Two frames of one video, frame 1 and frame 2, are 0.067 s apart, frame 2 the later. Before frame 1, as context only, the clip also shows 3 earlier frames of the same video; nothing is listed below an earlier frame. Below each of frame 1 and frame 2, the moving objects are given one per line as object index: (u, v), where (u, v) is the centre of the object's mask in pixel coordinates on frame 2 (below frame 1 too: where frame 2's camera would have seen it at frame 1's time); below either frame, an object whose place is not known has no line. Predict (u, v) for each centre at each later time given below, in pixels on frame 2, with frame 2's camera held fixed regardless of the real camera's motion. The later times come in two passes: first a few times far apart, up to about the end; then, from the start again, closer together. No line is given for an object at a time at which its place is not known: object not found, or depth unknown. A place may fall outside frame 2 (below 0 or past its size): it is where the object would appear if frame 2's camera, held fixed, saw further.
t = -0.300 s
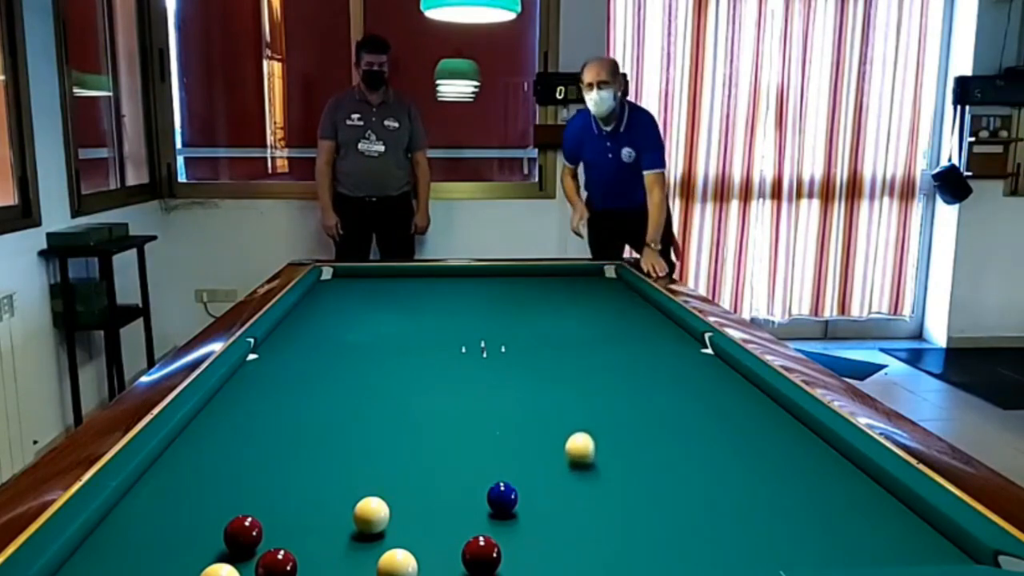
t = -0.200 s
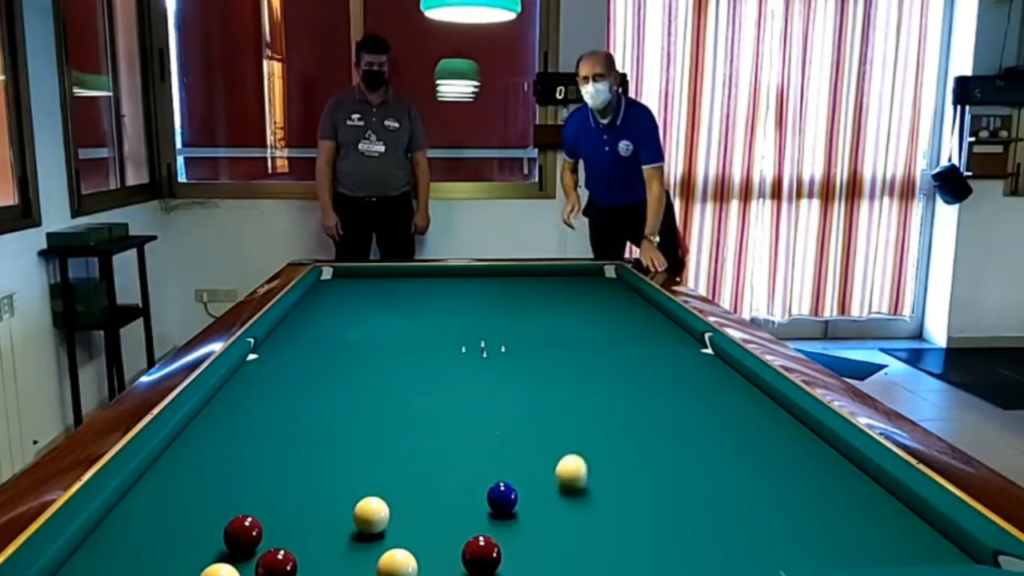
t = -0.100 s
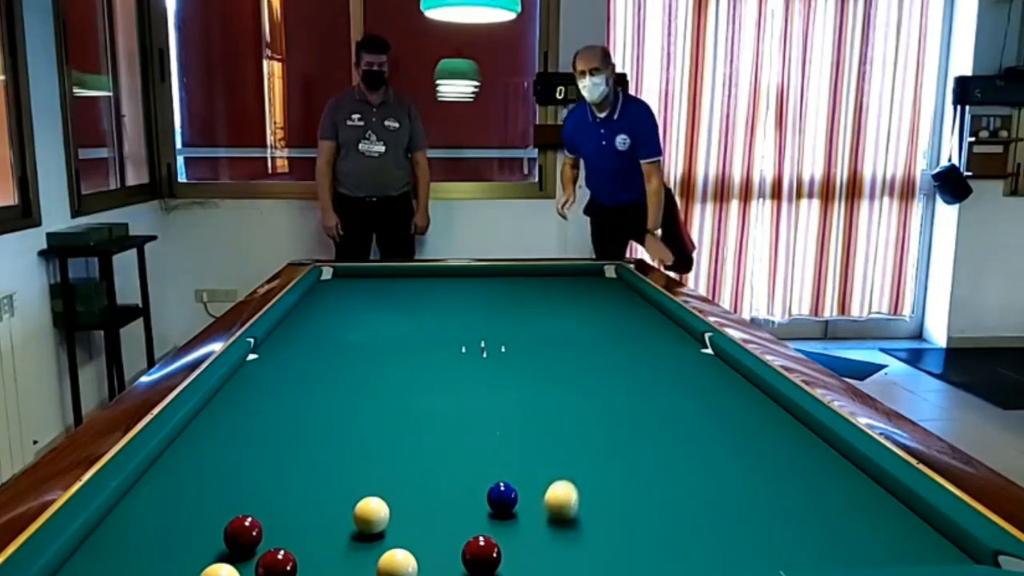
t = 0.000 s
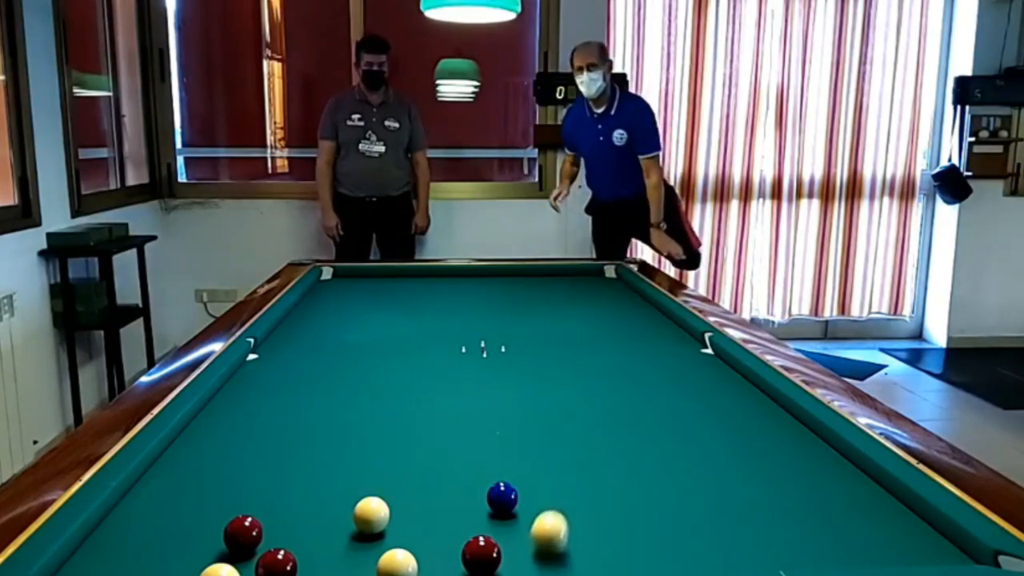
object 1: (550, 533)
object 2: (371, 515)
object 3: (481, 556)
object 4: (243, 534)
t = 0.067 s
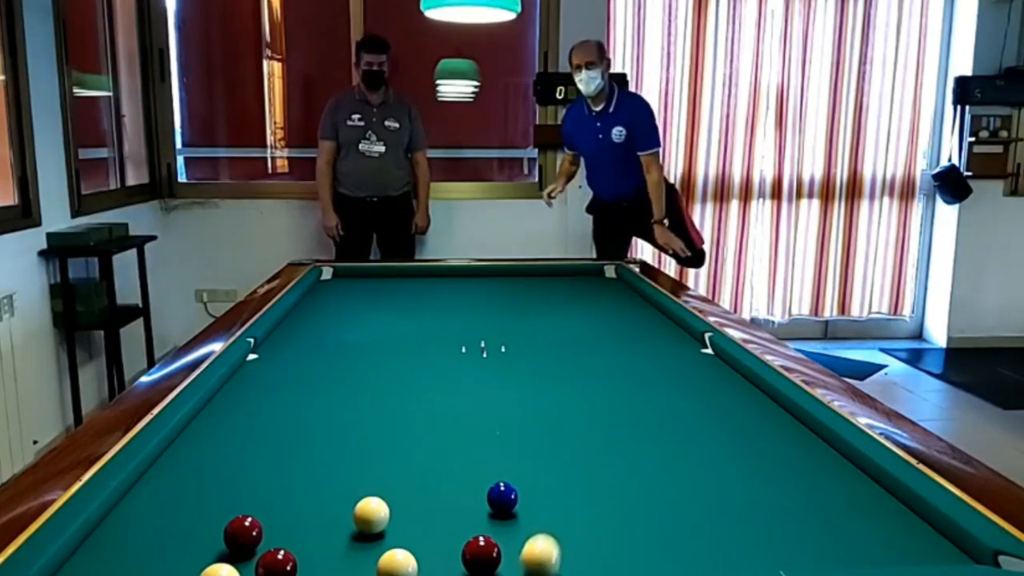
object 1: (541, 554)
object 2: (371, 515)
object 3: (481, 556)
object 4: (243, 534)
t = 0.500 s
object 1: (546, 511)
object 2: (371, 515)
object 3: (402, 533)
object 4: (243, 534)
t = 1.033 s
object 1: (571, 451)
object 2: (348, 491)
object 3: (319, 537)
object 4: (243, 533)
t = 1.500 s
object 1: (587, 414)
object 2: (330, 474)
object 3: (269, 538)
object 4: (231, 532)
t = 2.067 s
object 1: (601, 381)
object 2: (311, 456)
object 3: (245, 550)
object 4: (196, 528)
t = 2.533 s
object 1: (610, 360)
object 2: (299, 445)
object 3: (232, 551)
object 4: (173, 525)
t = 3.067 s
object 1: (618, 342)
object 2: (287, 434)
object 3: (222, 552)
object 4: (152, 523)
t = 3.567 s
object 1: (625, 328)
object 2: (279, 426)
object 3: (218, 553)
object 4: (139, 521)
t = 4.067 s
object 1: (629, 316)
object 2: (273, 420)
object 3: (218, 553)
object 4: (130, 521)
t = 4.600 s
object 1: (633, 306)
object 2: (267, 415)
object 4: (125, 522)
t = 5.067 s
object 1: (636, 298)
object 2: (264, 412)
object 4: (124, 521)
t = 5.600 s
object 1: (631, 292)
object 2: (262, 410)
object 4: (124, 522)
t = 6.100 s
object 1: (620, 287)
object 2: (259, 409)
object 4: (124, 521)
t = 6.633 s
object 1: (611, 282)
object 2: (258, 409)
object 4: (124, 521)
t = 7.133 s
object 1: (604, 279)
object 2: (258, 409)
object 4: (124, 521)
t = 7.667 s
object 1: (598, 276)
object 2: (258, 409)
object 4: (124, 521)
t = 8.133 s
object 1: (594, 274)
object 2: (258, 409)
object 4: (124, 521)
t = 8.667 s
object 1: (590, 272)
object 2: (258, 409)
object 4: (124, 521)
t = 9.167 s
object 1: (588, 270)
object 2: (258, 409)
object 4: (124, 521)
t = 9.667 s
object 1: (588, 271)
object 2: (258, 409)
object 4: (124, 521)
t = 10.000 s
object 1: (588, 271)
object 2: (258, 409)
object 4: (124, 521)
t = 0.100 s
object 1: (536, 562)
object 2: (371, 515)
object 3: (481, 556)
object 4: (243, 534)
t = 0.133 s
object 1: (528, 567)
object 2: (371, 515)
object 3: (481, 556)
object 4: (243, 534)
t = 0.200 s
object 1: (522, 557)
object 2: (371, 515)
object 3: (475, 555)
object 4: (243, 534)
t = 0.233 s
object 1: (526, 552)
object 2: (371, 515)
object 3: (464, 552)
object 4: (243, 534)
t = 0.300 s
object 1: (533, 541)
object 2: (371, 515)
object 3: (446, 547)
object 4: (243, 534)
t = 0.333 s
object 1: (536, 535)
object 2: (371, 515)
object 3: (438, 545)
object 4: (243, 534)
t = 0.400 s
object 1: (540, 525)
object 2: (371, 515)
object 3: (423, 540)
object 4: (243, 534)
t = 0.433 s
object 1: (542, 520)
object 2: (371, 515)
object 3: (416, 538)
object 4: (243, 534)
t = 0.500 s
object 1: (546, 511)
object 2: (371, 515)
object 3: (402, 533)
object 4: (243, 534)
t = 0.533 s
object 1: (548, 506)
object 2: (370, 514)
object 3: (394, 532)
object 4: (243, 534)
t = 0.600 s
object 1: (552, 498)
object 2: (367, 509)
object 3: (382, 530)
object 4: (243, 534)
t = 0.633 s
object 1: (553, 493)
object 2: (366, 507)
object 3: (377, 532)
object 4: (243, 534)
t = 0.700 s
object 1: (557, 486)
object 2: (364, 503)
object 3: (367, 533)
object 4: (243, 534)
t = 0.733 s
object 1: (558, 481)
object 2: (362, 502)
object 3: (362, 533)
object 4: (243, 534)
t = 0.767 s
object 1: (560, 478)
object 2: (361, 501)
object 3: (357, 534)
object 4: (243, 534)
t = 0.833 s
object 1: (563, 470)
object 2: (358, 500)
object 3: (348, 535)
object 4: (243, 533)
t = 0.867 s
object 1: (564, 467)
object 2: (356, 499)
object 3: (343, 535)
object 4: (243, 534)
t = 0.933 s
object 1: (567, 460)
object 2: (353, 496)
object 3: (333, 536)
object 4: (243, 533)
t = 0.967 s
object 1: (569, 457)
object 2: (351, 495)
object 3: (329, 536)
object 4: (243, 533)
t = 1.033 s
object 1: (571, 451)
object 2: (348, 491)
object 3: (319, 537)
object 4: (243, 533)
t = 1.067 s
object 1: (573, 448)
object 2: (347, 490)
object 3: (315, 537)
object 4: (243, 533)
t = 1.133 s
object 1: (575, 442)
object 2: (344, 488)
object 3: (305, 538)
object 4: (243, 533)
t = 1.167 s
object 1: (576, 439)
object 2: (342, 486)
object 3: (301, 537)
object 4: (243, 533)
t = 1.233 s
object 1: (578, 434)
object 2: (340, 484)
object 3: (293, 537)
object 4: (243, 534)
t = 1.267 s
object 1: (579, 431)
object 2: (338, 483)
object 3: (288, 535)
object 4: (243, 534)
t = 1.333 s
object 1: (582, 426)
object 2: (336, 480)
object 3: (279, 535)
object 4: (243, 534)
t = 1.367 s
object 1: (583, 424)
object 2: (335, 478)
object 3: (277, 536)
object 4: (240, 534)
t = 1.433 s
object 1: (585, 419)
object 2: (332, 476)
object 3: (273, 537)
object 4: (235, 533)
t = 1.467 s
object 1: (586, 417)
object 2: (331, 475)
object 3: (271, 537)
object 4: (233, 533)
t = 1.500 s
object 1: (587, 414)
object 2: (330, 474)
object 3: (269, 538)
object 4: (231, 532)
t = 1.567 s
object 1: (589, 410)
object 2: (327, 472)
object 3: (265, 540)
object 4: (226, 532)
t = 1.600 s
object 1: (590, 408)
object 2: (326, 470)
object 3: (263, 540)
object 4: (224, 531)
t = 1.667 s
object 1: (591, 403)
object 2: (324, 468)
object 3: (260, 542)
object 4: (220, 531)
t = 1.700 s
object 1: (592, 401)
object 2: (323, 467)
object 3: (258, 543)
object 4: (218, 531)
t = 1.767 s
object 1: (594, 397)
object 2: (320, 465)
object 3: (255, 544)
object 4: (213, 530)
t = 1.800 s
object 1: (595, 395)
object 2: (319, 464)
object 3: (254, 545)
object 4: (211, 530)
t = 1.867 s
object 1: (596, 392)
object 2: (317, 462)
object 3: (251, 546)
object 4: (208, 529)
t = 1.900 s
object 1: (597, 390)
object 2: (316, 461)
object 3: (250, 549)
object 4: (206, 529)
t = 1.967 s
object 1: (599, 386)
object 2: (314, 459)
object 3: (248, 549)
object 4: (202, 529)
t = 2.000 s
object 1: (600, 384)
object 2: (313, 458)
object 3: (246, 549)
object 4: (200, 529)
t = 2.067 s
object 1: (601, 381)
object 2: (311, 456)
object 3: (245, 550)
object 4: (196, 528)
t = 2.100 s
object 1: (602, 379)
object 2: (310, 455)
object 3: (244, 550)
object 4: (195, 528)
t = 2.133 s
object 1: (602, 378)
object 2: (309, 455)
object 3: (243, 551)
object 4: (193, 528)
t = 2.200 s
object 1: (604, 375)
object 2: (308, 453)
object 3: (241, 551)
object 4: (190, 527)
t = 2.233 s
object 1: (604, 373)
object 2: (307, 452)
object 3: (240, 551)
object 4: (187, 527)
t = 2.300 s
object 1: (606, 370)
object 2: (305, 450)
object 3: (238, 551)
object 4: (184, 527)
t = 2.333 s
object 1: (606, 369)
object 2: (304, 449)
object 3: (237, 551)
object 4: (183, 527)
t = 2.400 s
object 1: (608, 366)
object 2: (303, 448)
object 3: (236, 551)
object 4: (179, 526)
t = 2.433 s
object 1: (608, 365)
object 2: (302, 447)
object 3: (234, 551)
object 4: (178, 526)
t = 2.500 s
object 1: (610, 362)
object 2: (300, 445)
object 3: (233, 551)
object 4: (175, 526)
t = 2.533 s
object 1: (610, 360)
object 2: (299, 445)
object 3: (232, 551)
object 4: (173, 525)
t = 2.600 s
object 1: (611, 358)
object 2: (298, 443)
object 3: (230, 552)
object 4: (170, 525)
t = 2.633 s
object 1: (612, 357)
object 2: (297, 443)
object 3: (229, 551)
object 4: (169, 525)
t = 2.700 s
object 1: (613, 354)
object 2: (295, 441)
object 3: (228, 551)
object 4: (166, 525)
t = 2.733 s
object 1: (613, 353)
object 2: (294, 441)
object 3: (227, 552)
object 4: (165, 525)
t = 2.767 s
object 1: (614, 352)
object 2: (293, 440)
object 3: (227, 552)
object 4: (163, 525)
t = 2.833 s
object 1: (615, 350)
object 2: (292, 439)
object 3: (226, 552)
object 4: (161, 524)
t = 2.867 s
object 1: (615, 348)
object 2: (291, 438)
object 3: (225, 552)
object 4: (159, 524)
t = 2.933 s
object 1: (617, 346)
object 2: (290, 437)
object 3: (224, 552)
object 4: (157, 524)
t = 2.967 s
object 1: (617, 345)
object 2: (289, 436)
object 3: (224, 552)
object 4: (156, 524)
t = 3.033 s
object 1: (618, 343)
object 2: (288, 435)
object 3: (222, 552)
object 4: (154, 523)
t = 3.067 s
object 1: (618, 342)
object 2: (287, 434)
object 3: (222, 552)
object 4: (152, 523)
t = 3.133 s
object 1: (619, 340)
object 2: (286, 433)
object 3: (221, 552)
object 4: (150, 523)
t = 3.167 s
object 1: (620, 339)
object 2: (285, 432)
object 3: (221, 552)
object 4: (149, 523)
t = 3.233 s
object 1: (621, 337)
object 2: (284, 431)
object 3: (220, 553)
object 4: (147, 523)
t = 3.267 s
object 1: (621, 336)
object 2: (284, 431)
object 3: (219, 553)
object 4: (146, 522)
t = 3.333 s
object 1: (622, 334)
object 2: (282, 430)
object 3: (219, 553)
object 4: (145, 522)
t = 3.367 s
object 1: (622, 333)
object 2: (282, 429)
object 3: (219, 553)
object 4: (143, 523)
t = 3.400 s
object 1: (623, 332)
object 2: (282, 429)
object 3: (219, 553)
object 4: (143, 522)
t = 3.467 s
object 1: (623, 331)
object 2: (281, 428)
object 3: (219, 553)
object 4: (141, 523)
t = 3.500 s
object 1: (624, 330)
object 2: (280, 427)
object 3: (218, 553)
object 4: (140, 522)
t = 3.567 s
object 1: (625, 328)
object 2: (279, 426)
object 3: (218, 553)
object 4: (139, 521)
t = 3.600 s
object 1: (625, 327)
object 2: (278, 426)
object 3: (218, 553)
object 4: (138, 521)
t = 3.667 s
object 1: (626, 325)
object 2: (277, 425)
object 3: (218, 553)
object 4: (137, 521)
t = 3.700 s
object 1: (626, 325)
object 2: (277, 424)
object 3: (218, 553)
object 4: (136, 522)
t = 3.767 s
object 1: (627, 323)
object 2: (276, 424)
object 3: (218, 553)
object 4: (135, 521)
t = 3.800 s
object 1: (627, 322)
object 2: (276, 423)
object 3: (218, 553)
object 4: (134, 521)
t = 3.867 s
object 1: (627, 321)
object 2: (275, 423)
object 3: (218, 553)
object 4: (133, 521)
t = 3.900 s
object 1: (628, 320)
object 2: (274, 422)
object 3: (218, 553)
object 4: (132, 521)
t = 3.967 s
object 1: (628, 319)
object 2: (274, 421)
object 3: (218, 553)
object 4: (131, 521)
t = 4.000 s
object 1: (628, 318)
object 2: (273, 421)
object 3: (218, 553)
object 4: (131, 521)
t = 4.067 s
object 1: (629, 316)
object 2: (273, 420)
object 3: (218, 553)
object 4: (130, 521)
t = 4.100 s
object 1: (629, 316)
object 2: (272, 419)
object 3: (218, 553)
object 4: (130, 521)
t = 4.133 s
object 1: (630, 315)
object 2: (272, 419)
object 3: (218, 553)
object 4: (129, 521)
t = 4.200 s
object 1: (630, 314)
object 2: (271, 418)
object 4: (129, 521)
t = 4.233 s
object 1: (630, 313)
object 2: (270, 418)
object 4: (128, 522)
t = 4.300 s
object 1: (631, 312)
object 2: (270, 418)
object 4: (127, 522)
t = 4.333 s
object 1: (631, 311)
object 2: (269, 417)
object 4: (127, 522)
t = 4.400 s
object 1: (631, 310)
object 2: (269, 417)
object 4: (126, 522)
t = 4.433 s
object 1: (632, 309)
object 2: (268, 417)
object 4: (126, 522)
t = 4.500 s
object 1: (632, 308)
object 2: (268, 416)
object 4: (125, 522)
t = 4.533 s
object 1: (632, 307)
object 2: (268, 416)
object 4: (125, 522)
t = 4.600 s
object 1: (633, 306)
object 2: (267, 415)
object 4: (125, 522)
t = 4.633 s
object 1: (633, 306)
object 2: (267, 415)
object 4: (124, 522)
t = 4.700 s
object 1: (633, 304)
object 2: (266, 415)
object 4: (124, 522)
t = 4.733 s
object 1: (633, 304)
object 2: (266, 414)
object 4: (124, 521)
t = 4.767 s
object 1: (634, 303)
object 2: (266, 414)
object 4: (124, 521)
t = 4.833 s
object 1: (634, 302)
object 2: (265, 413)
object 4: (124, 521)
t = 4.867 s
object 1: (634, 301)
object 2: (265, 413)
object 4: (124, 521)
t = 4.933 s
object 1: (635, 300)
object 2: (265, 413)
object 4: (124, 521)
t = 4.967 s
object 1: (635, 300)
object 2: (265, 413)
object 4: (124, 521)
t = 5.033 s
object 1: (635, 299)
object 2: (264, 412)
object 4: (124, 522)
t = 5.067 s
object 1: (636, 298)
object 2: (264, 412)
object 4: (124, 521)
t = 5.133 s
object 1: (636, 297)
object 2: (264, 412)
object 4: (124, 522)
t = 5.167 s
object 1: (636, 297)
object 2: (264, 412)
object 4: (124, 522)
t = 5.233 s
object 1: (637, 296)
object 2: (263, 411)
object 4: (124, 521)
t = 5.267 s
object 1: (637, 296)
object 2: (263, 411)
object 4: (124, 521)
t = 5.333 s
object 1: (637, 295)
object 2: (263, 411)
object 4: (124, 521)
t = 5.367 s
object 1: (637, 294)
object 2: (263, 411)
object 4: (124, 522)
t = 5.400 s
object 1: (636, 294)
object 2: (262, 411)
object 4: (124, 522)
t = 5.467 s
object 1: (634, 293)
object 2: (262, 410)
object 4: (124, 522)
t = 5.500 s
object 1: (633, 293)
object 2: (262, 410)
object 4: (124, 522)
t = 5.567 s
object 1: (632, 292)
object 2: (261, 410)
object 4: (124, 521)
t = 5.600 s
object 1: (631, 292)
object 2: (262, 410)
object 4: (124, 522)
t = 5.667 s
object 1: (630, 291)
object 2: (261, 410)
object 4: (124, 522)
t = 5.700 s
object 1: (629, 291)
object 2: (261, 410)
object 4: (124, 521)
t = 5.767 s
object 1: (627, 290)
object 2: (261, 410)
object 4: (124, 521)
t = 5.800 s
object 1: (627, 290)
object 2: (261, 409)
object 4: (124, 521)
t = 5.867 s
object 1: (625, 289)
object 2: (260, 409)
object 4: (124, 521)
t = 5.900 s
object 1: (624, 289)
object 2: (260, 409)
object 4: (124, 521)
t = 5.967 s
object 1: (623, 288)
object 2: (260, 409)
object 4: (124, 521)
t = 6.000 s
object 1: (623, 288)
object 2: (260, 409)
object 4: (124, 521)
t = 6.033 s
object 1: (622, 287)
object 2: (259, 409)
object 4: (124, 521)
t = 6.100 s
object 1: (620, 287)
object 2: (259, 409)
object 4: (124, 521)
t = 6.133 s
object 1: (620, 286)
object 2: (259, 409)
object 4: (124, 521)
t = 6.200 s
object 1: (619, 286)
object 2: (259, 409)
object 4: (124, 521)
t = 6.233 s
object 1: (618, 286)
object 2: (259, 409)
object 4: (124, 521)
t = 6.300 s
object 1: (617, 285)
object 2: (259, 409)
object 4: (124, 521)
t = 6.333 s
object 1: (616, 285)
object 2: (259, 409)
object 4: (124, 521)
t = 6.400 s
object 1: (615, 284)
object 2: (258, 409)
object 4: (124, 521)
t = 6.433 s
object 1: (614, 284)
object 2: (258, 409)
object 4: (124, 521)
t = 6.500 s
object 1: (614, 283)
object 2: (258, 409)
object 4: (124, 521)
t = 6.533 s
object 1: (613, 283)
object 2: (258, 409)
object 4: (124, 521)
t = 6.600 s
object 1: (612, 283)
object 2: (258, 409)
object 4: (124, 521)
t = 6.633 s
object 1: (611, 282)
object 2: (258, 409)
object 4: (124, 521)
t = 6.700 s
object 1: (610, 282)
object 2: (258, 409)
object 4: (124, 521)
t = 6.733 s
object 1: (610, 281)
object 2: (258, 409)
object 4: (124, 521)
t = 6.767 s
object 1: (609, 281)
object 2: (258, 409)
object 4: (124, 521)
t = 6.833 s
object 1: (608, 281)
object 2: (258, 409)
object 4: (124, 521)
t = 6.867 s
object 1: (608, 281)
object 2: (258, 409)
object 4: (124, 521)
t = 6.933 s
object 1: (607, 280)
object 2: (258, 409)
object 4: (124, 521)
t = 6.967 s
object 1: (606, 280)
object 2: (258, 409)
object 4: (124, 521)
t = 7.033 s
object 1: (606, 280)
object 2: (258, 409)
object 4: (124, 521)
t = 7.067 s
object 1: (605, 279)
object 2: (258, 409)
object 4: (124, 521)
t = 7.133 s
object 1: (604, 279)
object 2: (258, 409)
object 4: (124, 521)
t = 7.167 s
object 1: (604, 279)
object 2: (258, 409)
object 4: (124, 521)
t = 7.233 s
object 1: (603, 278)
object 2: (258, 409)
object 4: (124, 521)
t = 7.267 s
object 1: (603, 278)
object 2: (258, 409)
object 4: (124, 521)
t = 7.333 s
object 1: (602, 278)
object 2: (258, 409)
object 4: (124, 521)
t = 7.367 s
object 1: (601, 278)
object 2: (258, 409)
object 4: (124, 521)
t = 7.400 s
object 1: (601, 277)
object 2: (258, 409)
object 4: (124, 521)
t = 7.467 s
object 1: (600, 277)
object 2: (258, 409)
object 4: (124, 521)
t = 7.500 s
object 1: (600, 277)
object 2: (258, 409)
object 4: (124, 521)
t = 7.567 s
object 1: (599, 277)
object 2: (258, 409)
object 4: (124, 521)
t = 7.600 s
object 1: (599, 276)
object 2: (258, 409)
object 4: (124, 521)
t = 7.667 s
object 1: (598, 276)
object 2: (258, 409)
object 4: (124, 521)
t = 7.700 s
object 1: (597, 276)
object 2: (258, 409)
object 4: (124, 521)
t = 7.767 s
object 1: (597, 275)
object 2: (258, 409)
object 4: (124, 521)
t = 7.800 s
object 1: (597, 275)
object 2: (258, 409)
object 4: (124, 521)
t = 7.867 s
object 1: (596, 275)
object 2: (258, 409)
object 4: (124, 521)
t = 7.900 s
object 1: (596, 275)
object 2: (258, 409)
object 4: (124, 521)
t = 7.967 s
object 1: (595, 274)
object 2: (258, 409)
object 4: (124, 521)
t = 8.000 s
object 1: (595, 274)
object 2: (258, 409)
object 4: (124, 521)
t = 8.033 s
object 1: (595, 274)
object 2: (258, 409)
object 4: (124, 521)
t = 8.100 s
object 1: (594, 274)
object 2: (258, 409)
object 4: (124, 521)
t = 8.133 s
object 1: (594, 274)
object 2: (258, 409)
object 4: (124, 521)
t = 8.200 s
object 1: (593, 273)
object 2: (258, 409)
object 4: (124, 521)
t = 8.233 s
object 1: (593, 273)
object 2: (258, 409)
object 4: (124, 521)
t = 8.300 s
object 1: (592, 273)
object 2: (258, 409)
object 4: (124, 521)
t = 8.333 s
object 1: (592, 273)
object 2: (258, 409)
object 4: (124, 521)
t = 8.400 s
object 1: (591, 272)
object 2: (258, 409)
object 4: (124, 521)
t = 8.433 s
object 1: (591, 272)
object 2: (258, 409)
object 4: (124, 521)
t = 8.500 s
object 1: (591, 272)
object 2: (258, 409)
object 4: (124, 521)
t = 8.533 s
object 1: (591, 272)
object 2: (258, 409)
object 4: (124, 521)
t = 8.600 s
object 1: (590, 272)
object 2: (258, 409)
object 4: (124, 521)
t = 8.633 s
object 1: (590, 272)
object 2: (258, 409)
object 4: (124, 521)
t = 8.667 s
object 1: (590, 272)
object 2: (258, 409)
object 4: (124, 521)
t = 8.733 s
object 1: (590, 271)
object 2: (258, 409)
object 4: (124, 521)
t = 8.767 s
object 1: (589, 271)
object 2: (258, 409)
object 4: (124, 521)
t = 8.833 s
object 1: (589, 271)
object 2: (258, 409)
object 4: (124, 521)
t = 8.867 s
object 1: (589, 271)
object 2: (258, 409)
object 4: (124, 521)
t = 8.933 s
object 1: (589, 271)
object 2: (258, 409)
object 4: (124, 521)
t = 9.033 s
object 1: (588, 270)
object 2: (258, 409)
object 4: (124, 521)
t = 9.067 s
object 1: (588, 270)
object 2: (258, 409)
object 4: (124, 521)
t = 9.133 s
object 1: (588, 270)
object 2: (258, 409)
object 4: (124, 521)
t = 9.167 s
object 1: (588, 270)
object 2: (258, 409)
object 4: (124, 521)
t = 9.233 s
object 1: (588, 270)
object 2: (258, 409)
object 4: (124, 521)
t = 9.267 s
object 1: (588, 271)
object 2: (258, 409)
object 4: (124, 521)
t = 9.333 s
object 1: (588, 271)
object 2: (258, 409)
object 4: (124, 521)
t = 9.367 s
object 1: (588, 271)
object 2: (258, 409)
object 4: (124, 521)
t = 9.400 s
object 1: (588, 271)
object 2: (258, 409)
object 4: (124, 521)
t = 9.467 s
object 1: (588, 271)
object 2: (258, 409)
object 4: (124, 521)
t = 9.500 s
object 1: (588, 271)
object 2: (258, 409)
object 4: (124, 521)
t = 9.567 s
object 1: (588, 271)
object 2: (258, 409)
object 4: (124, 521)
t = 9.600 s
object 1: (588, 271)
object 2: (258, 409)
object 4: (124, 521)
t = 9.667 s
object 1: (588, 271)
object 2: (258, 409)
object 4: (124, 521)
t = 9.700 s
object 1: (588, 271)
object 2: (258, 409)
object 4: (124, 521)
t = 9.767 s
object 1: (588, 271)
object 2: (258, 409)
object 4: (124, 521)
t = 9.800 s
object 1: (588, 271)
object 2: (258, 409)
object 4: (124, 521)
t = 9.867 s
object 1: (588, 271)
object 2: (258, 409)
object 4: (124, 521)
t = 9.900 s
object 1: (588, 271)
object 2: (258, 409)
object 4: (124, 521)
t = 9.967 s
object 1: (588, 271)
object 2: (258, 409)
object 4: (124, 521)
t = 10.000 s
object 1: (588, 271)
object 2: (258, 409)
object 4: (124, 521)
